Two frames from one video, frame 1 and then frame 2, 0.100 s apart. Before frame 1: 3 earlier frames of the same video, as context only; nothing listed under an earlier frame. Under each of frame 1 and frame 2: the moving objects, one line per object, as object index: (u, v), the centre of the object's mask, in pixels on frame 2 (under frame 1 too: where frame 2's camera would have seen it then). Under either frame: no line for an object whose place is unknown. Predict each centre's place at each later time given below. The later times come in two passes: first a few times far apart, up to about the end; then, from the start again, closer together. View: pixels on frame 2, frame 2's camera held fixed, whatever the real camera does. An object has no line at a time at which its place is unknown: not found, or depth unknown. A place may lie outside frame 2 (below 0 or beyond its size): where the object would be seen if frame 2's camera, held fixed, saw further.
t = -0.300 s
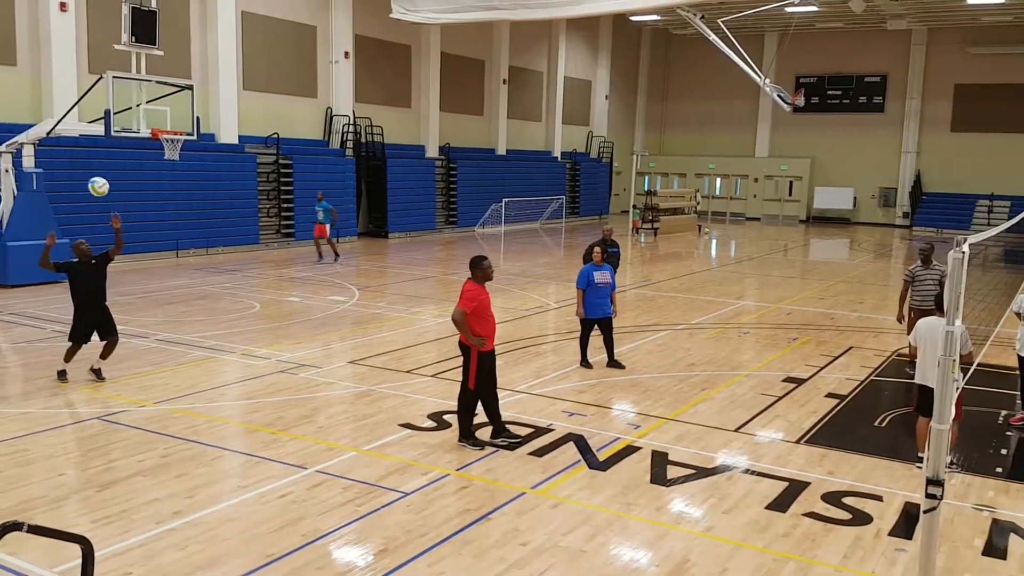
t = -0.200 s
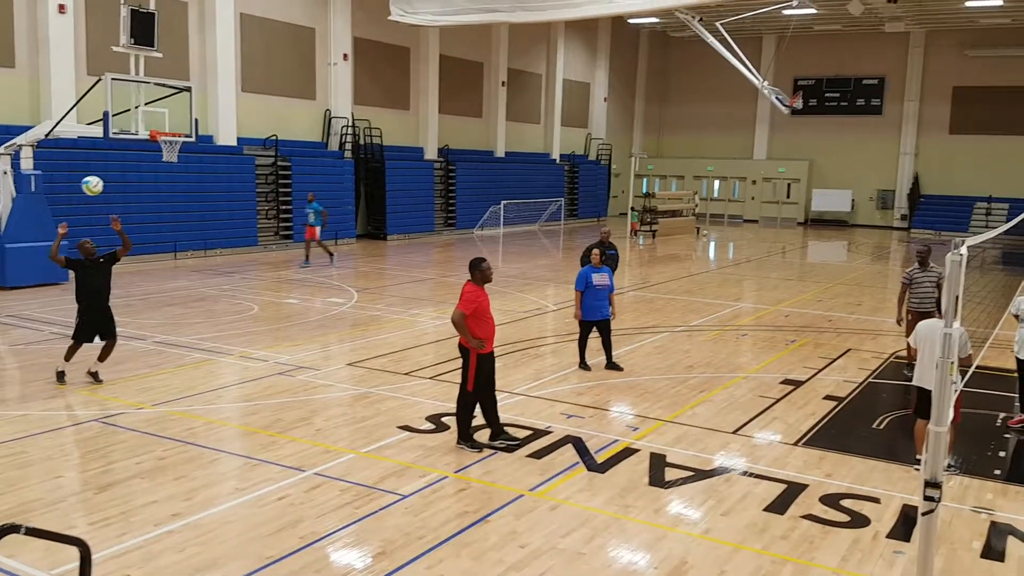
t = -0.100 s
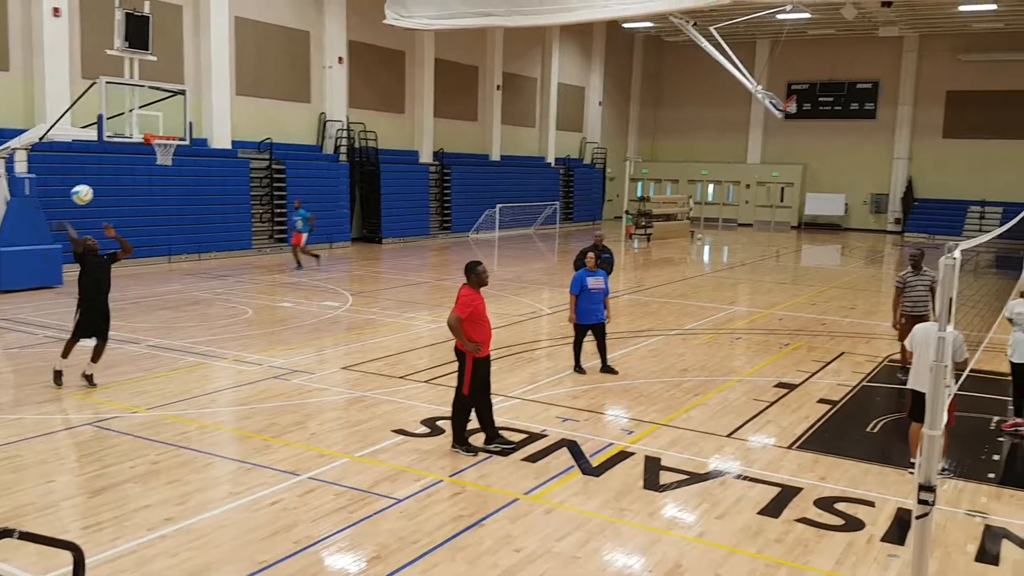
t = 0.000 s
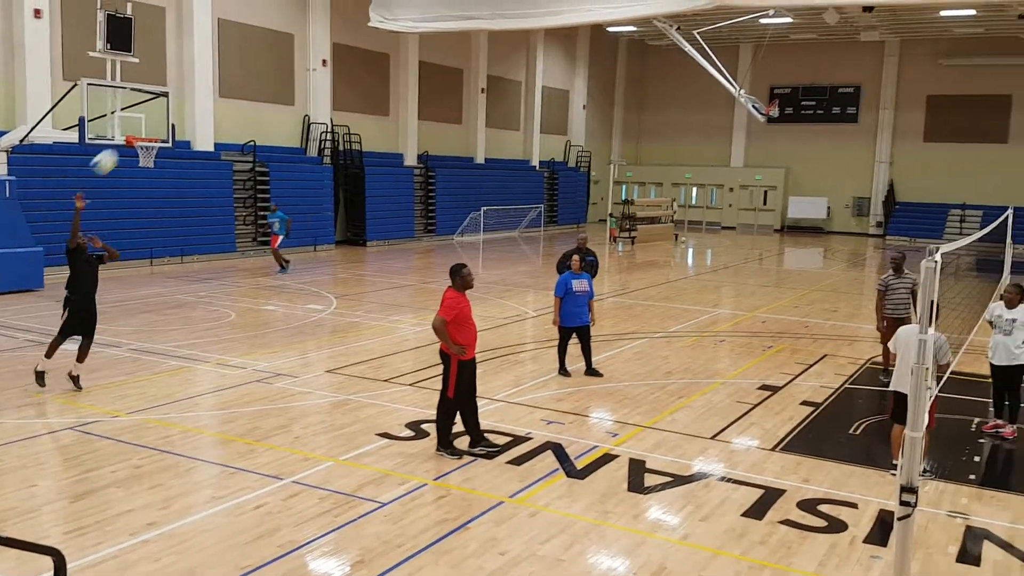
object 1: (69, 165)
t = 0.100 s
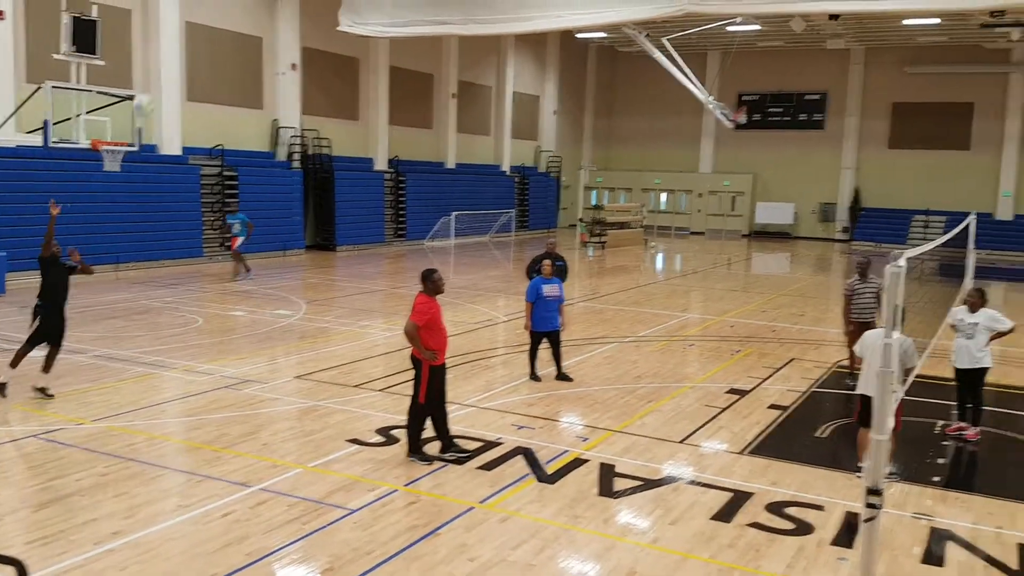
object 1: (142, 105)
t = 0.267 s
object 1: (268, 18)
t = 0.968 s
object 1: (835, -72)
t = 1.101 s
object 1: (947, -34)
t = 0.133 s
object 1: (169, 89)
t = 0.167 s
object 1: (193, 68)
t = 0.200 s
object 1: (218, 51)
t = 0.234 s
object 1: (243, 35)
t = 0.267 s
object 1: (268, 18)
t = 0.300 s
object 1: (293, 4)
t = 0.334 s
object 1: (319, -4)
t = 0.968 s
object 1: (835, -72)
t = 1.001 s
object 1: (861, -65)
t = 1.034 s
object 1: (889, -56)
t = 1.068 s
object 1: (918, -45)
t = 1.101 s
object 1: (947, -34)
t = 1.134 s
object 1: (977, -21)
